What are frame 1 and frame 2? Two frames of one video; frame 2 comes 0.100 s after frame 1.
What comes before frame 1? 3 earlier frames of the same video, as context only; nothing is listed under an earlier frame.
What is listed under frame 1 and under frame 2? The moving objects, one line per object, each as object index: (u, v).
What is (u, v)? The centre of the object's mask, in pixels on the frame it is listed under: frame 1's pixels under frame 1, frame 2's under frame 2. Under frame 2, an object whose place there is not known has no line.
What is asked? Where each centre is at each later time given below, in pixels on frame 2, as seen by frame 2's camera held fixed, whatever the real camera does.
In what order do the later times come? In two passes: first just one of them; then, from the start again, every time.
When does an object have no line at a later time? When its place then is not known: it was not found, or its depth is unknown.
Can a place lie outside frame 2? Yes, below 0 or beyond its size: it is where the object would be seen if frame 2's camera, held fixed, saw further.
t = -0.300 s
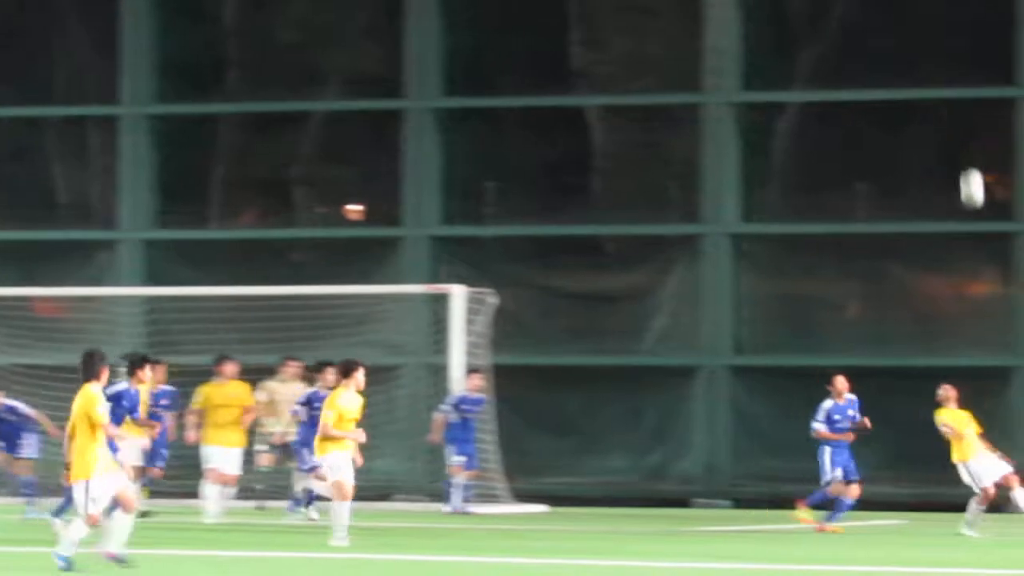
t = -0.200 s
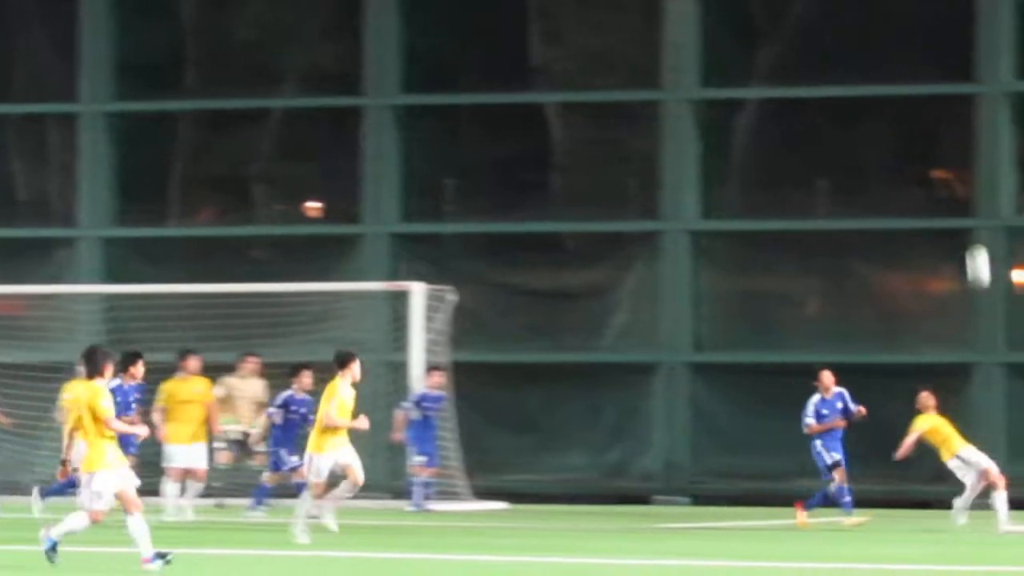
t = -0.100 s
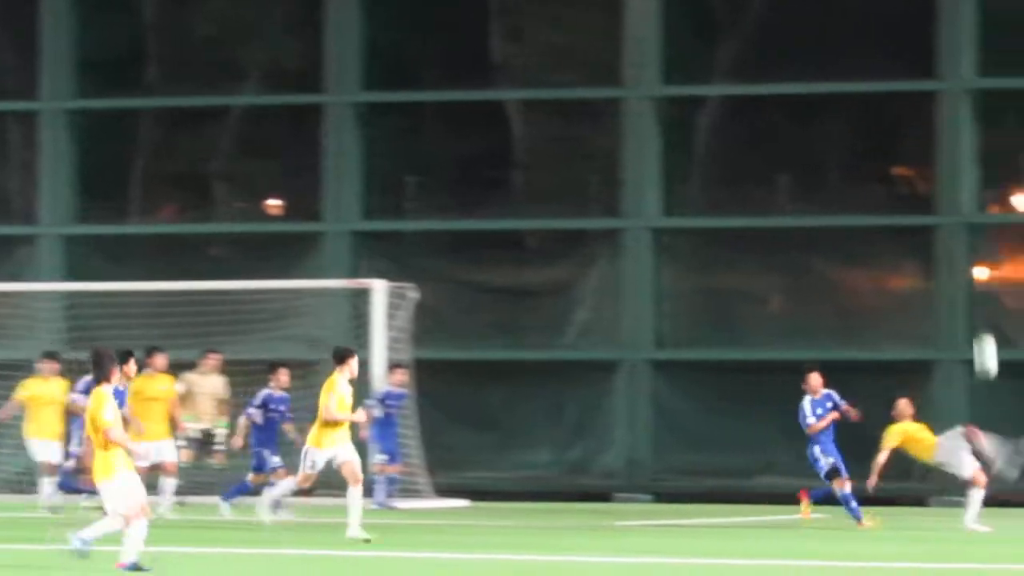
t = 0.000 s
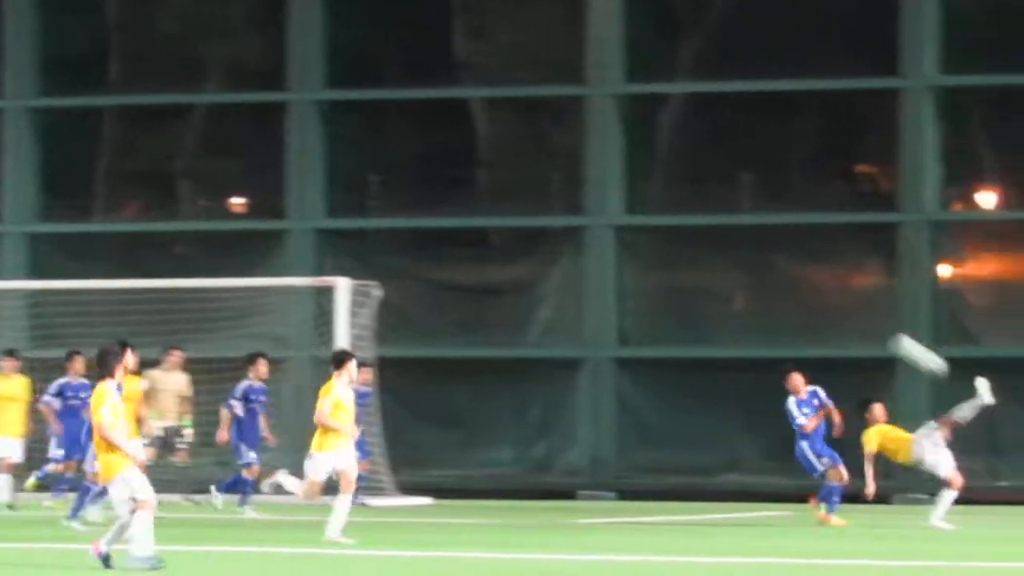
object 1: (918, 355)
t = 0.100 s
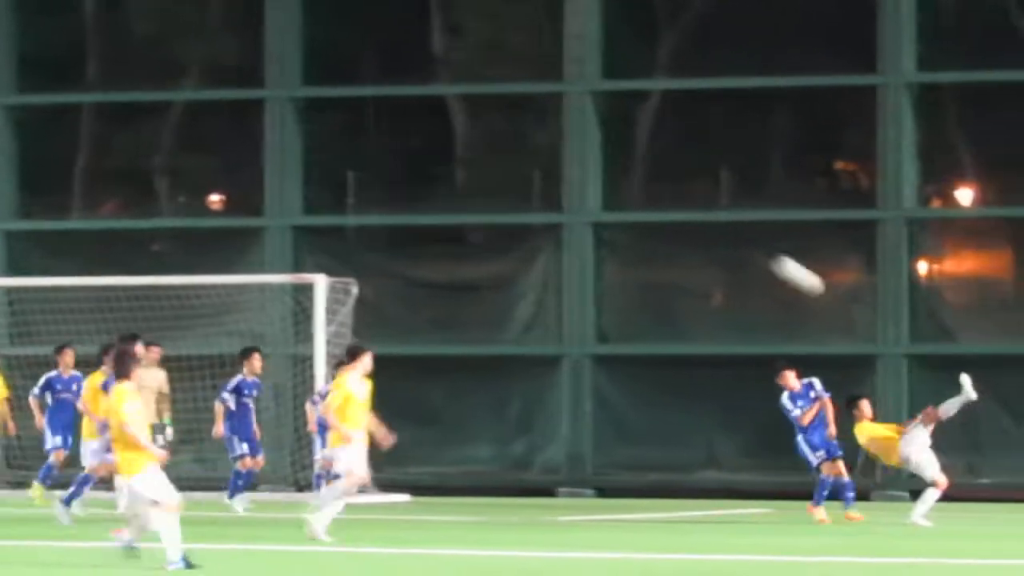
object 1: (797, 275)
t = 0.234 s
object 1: (668, 191)
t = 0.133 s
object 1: (765, 252)
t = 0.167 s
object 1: (733, 231)
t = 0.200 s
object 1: (701, 211)
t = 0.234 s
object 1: (668, 191)
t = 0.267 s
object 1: (638, 174)
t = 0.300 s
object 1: (608, 159)
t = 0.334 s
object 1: (575, 143)
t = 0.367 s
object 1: (544, 131)
